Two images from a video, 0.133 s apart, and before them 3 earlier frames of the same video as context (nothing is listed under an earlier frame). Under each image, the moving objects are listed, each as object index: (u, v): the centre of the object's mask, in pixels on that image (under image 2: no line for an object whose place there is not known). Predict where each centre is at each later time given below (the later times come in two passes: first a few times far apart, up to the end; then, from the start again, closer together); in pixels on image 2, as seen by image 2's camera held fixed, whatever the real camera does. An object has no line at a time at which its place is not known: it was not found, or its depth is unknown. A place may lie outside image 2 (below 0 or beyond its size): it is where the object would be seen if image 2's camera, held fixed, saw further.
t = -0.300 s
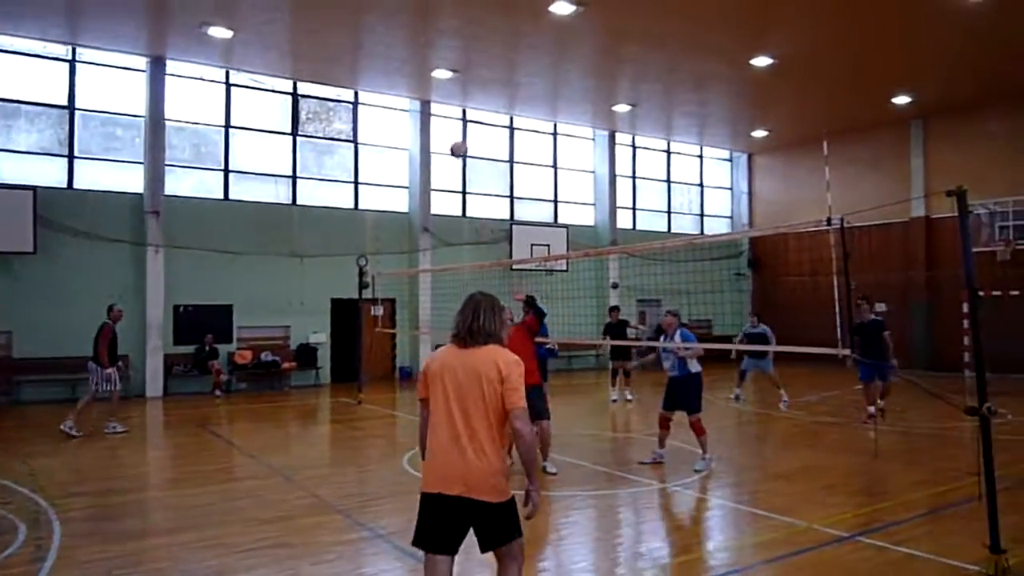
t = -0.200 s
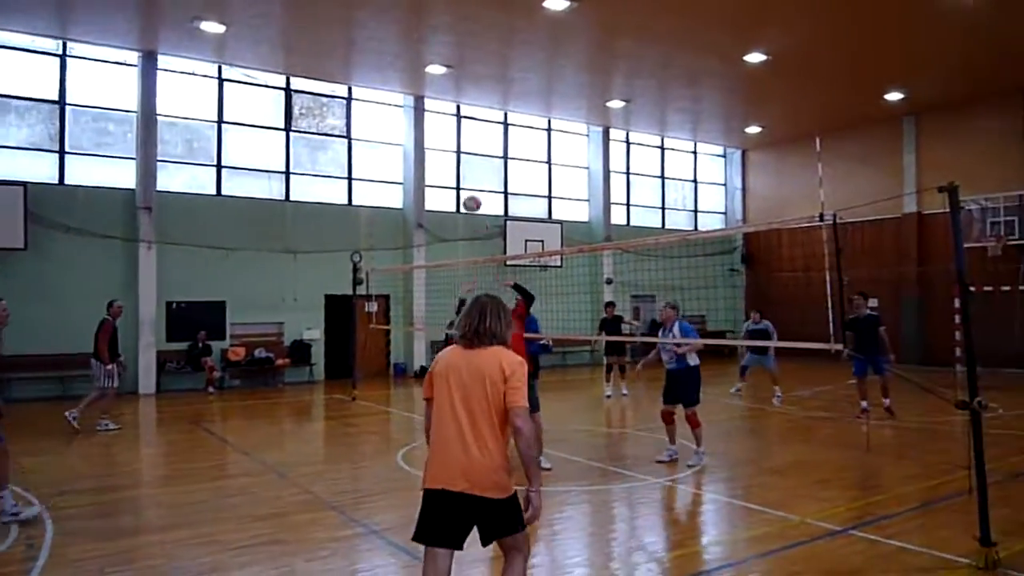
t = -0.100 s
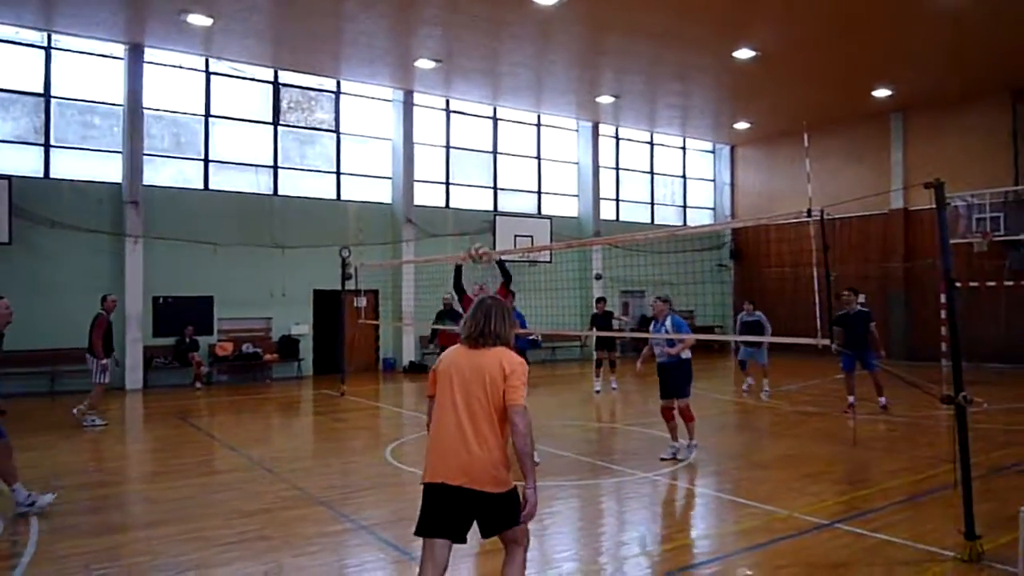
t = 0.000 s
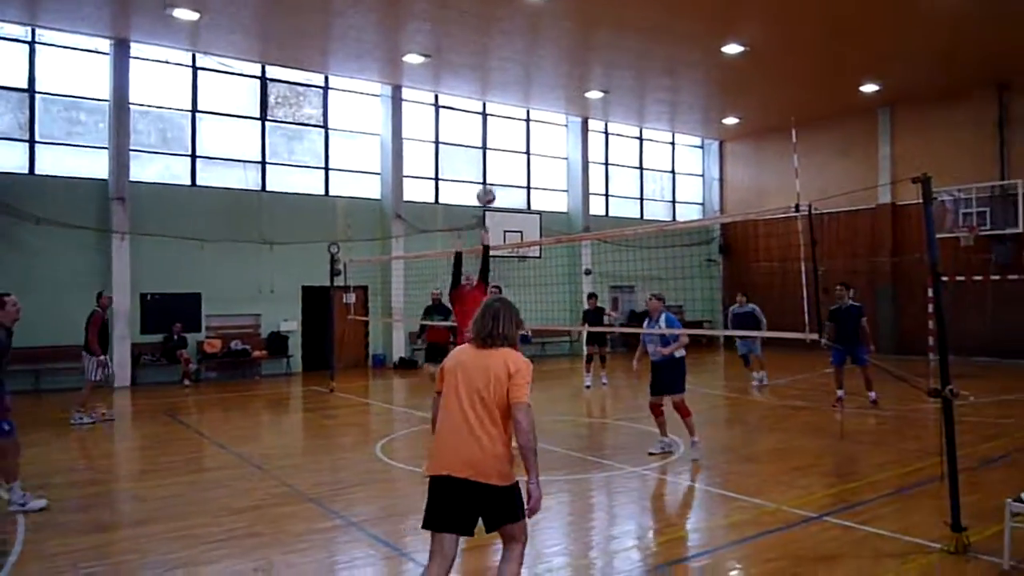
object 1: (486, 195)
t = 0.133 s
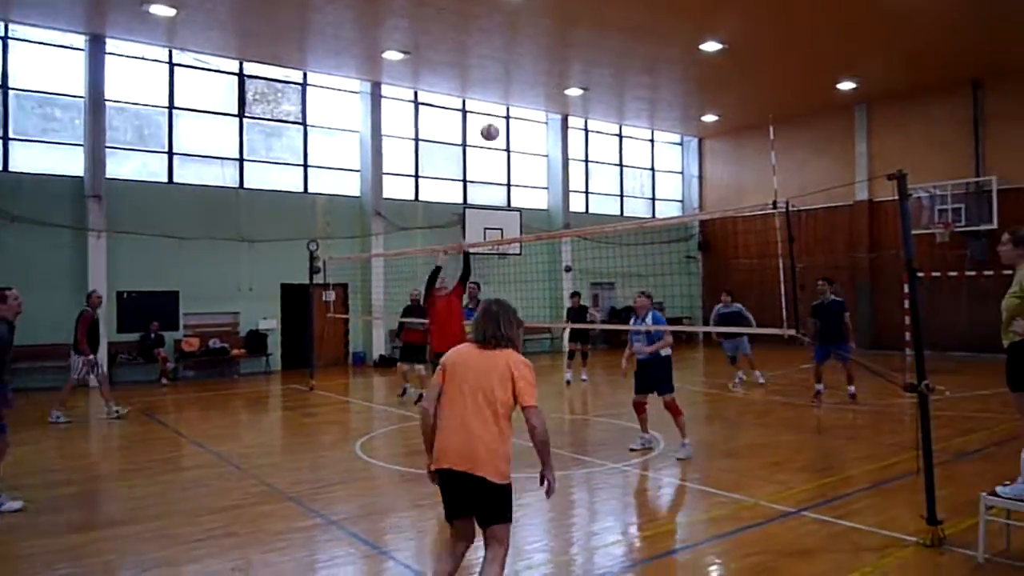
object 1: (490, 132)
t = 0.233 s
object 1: (509, 95)
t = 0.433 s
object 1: (551, 49)
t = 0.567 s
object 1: (580, 40)
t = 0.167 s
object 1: (496, 119)
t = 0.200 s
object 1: (503, 107)
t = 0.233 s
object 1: (509, 95)
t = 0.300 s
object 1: (523, 77)
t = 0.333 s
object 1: (529, 68)
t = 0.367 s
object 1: (536, 60)
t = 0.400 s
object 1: (543, 54)
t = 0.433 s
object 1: (551, 49)
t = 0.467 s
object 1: (558, 45)
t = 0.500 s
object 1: (566, 41)
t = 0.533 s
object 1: (573, 40)
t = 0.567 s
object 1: (580, 40)
